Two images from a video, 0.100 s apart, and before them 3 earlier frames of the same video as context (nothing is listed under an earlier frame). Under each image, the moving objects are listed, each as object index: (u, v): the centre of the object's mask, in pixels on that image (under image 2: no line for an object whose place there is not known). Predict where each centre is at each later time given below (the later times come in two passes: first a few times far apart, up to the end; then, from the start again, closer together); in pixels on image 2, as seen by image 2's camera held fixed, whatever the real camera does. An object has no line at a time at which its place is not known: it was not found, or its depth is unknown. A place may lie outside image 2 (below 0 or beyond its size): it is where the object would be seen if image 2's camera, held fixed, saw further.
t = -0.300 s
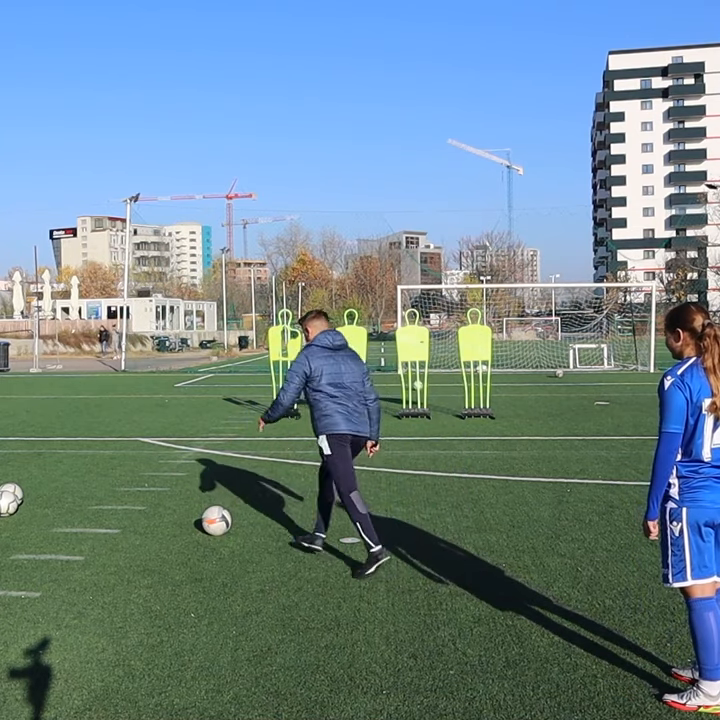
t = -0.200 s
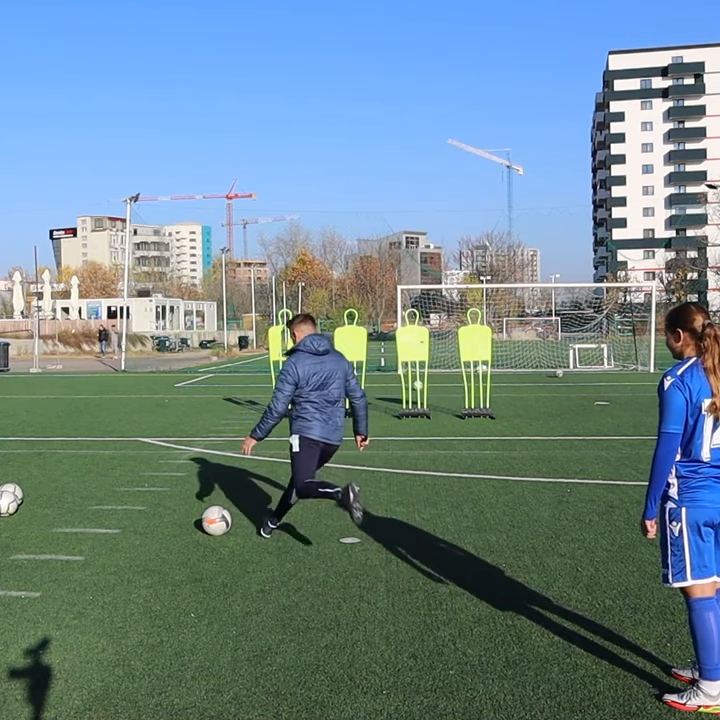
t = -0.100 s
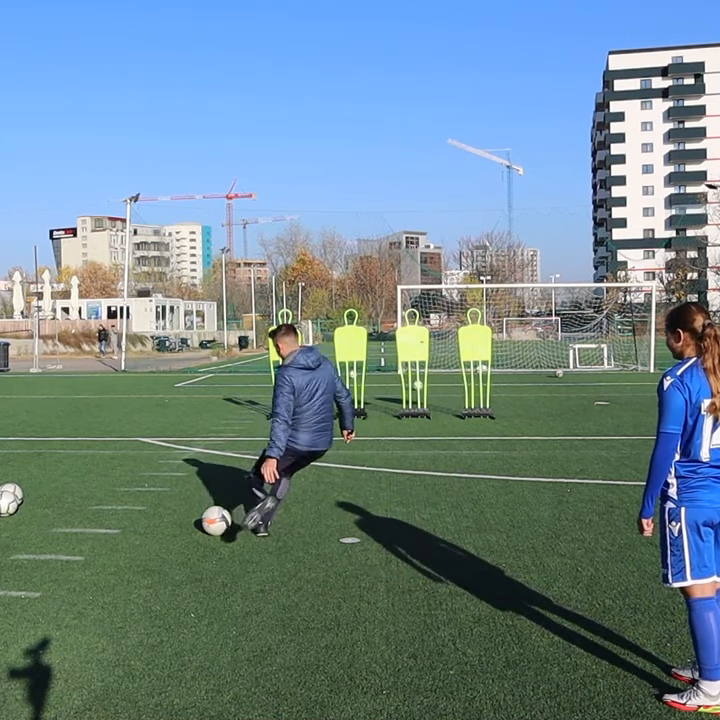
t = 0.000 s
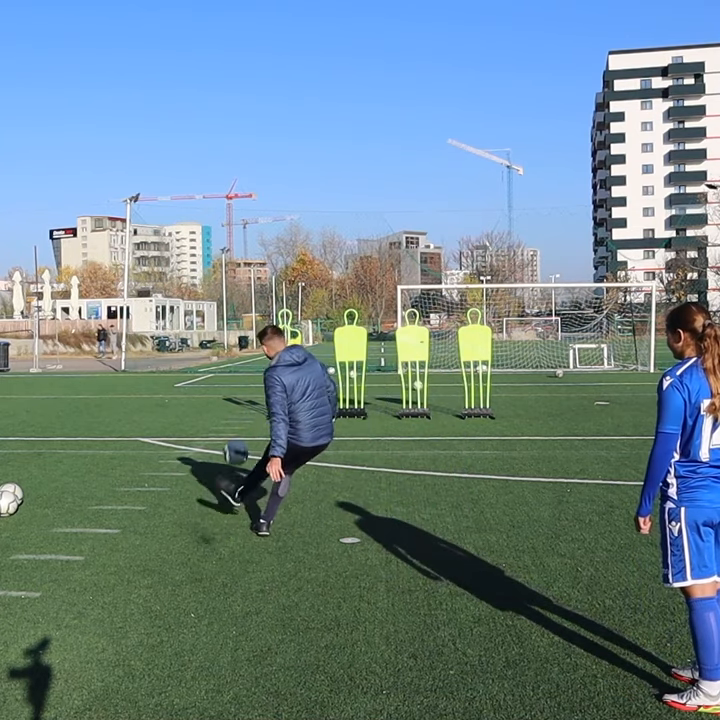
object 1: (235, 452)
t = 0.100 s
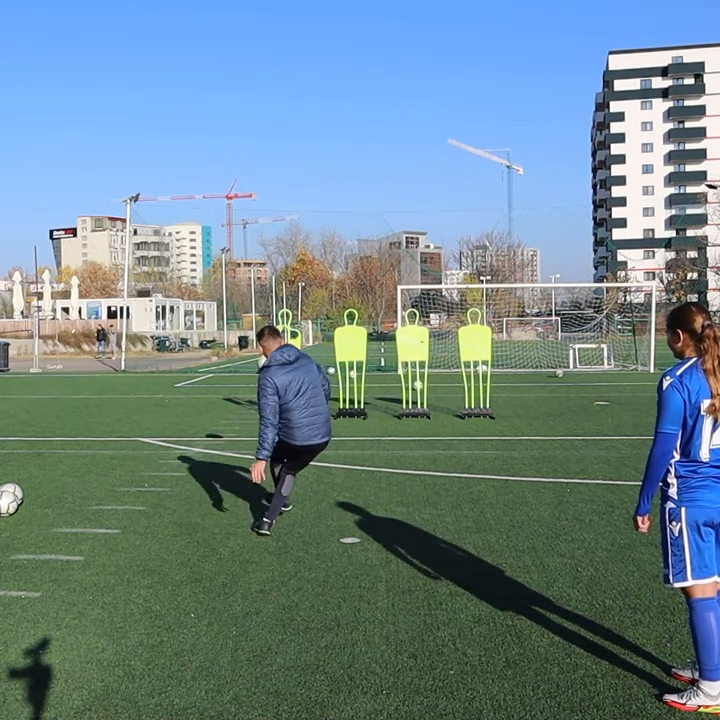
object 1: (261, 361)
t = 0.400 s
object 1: (334, 267)
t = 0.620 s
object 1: (368, 259)
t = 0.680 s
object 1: (378, 262)
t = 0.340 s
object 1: (324, 275)
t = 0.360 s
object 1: (327, 272)
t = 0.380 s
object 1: (330, 269)
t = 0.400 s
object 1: (334, 267)
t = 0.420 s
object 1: (337, 265)
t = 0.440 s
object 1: (341, 263)
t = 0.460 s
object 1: (344, 262)
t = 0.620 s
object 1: (368, 259)
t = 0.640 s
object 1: (371, 260)
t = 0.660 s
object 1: (374, 261)
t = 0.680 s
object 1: (378, 262)
